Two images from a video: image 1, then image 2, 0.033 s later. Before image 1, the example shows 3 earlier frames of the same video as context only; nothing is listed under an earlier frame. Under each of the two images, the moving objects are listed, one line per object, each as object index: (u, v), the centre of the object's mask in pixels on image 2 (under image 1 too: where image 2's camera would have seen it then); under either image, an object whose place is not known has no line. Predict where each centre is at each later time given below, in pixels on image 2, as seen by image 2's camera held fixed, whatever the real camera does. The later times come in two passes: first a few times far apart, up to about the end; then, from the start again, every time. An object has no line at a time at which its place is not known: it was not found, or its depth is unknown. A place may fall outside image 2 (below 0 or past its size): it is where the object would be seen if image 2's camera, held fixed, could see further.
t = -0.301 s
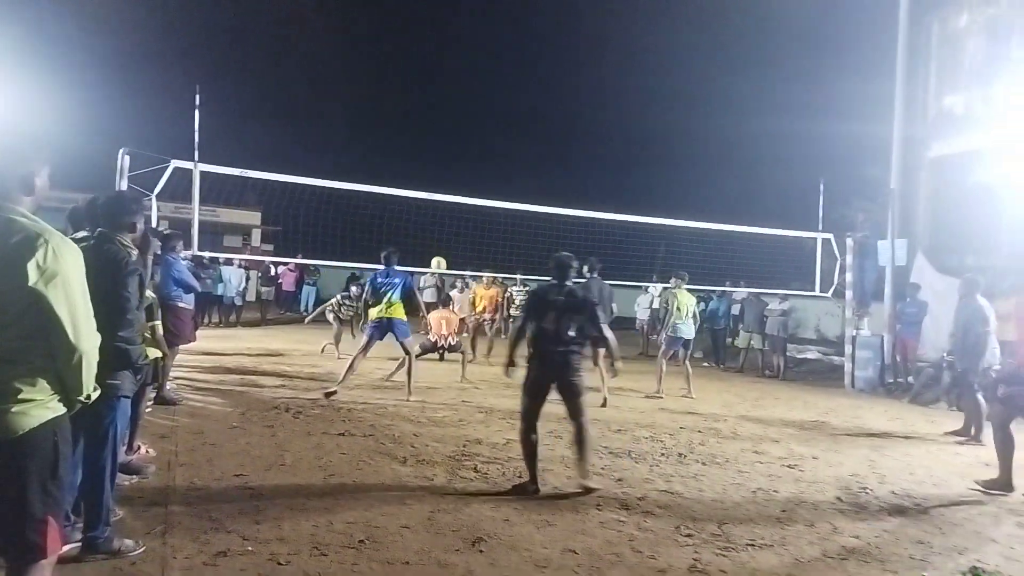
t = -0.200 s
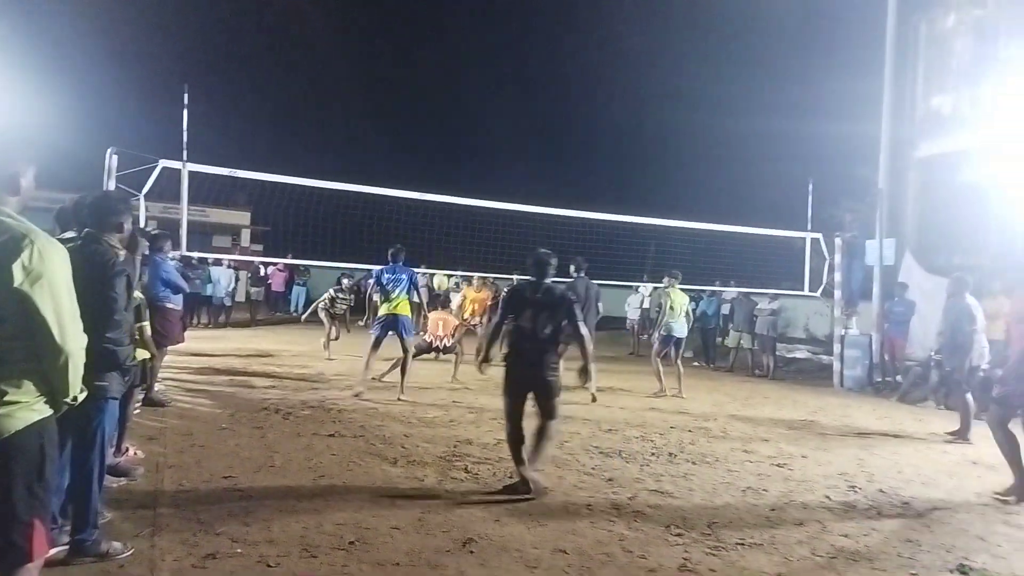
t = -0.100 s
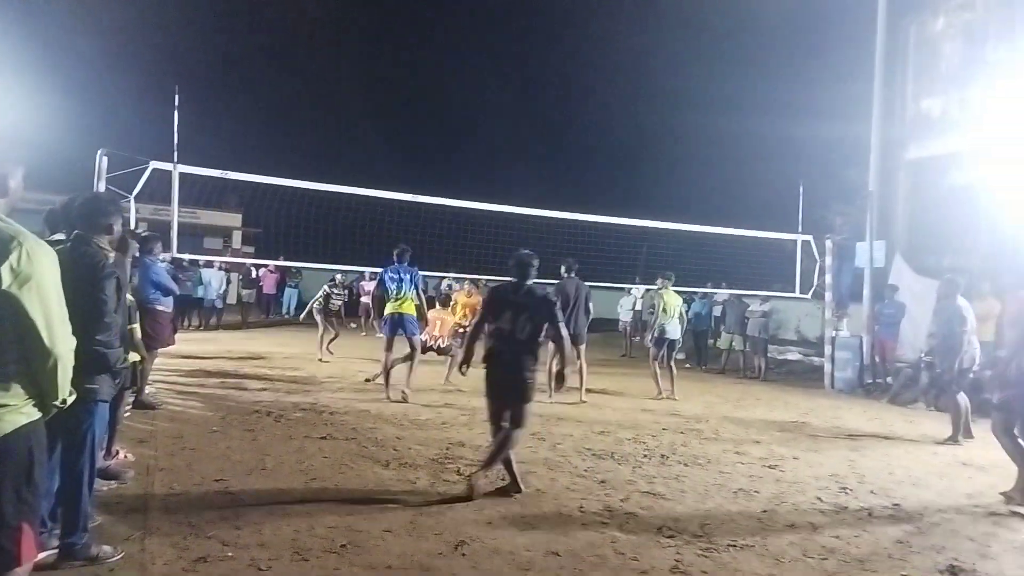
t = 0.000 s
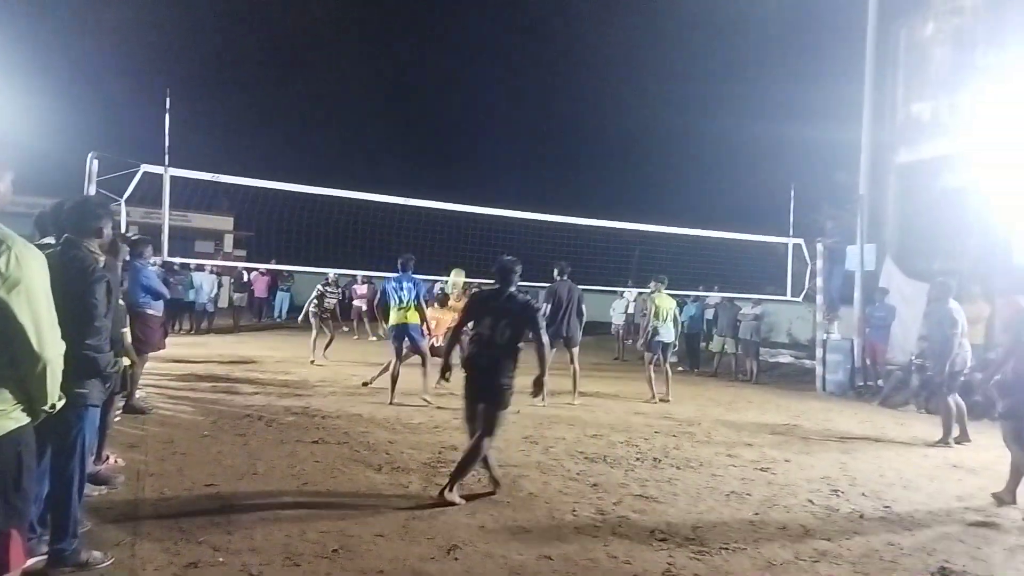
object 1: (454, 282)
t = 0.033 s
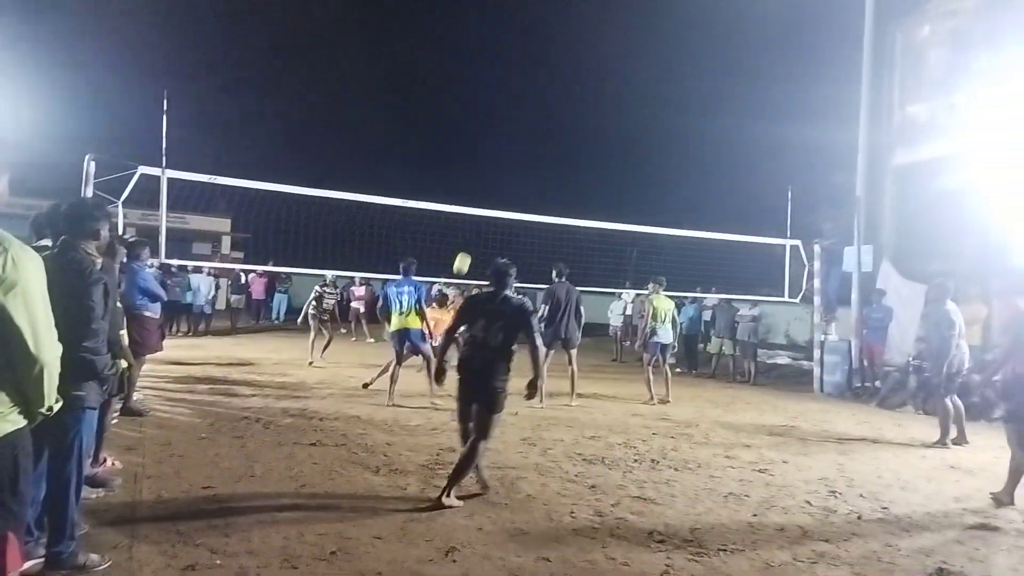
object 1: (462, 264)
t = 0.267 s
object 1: (512, 166)
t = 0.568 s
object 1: (567, 99)
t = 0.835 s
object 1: (609, 89)
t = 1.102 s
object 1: (644, 119)
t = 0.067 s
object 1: (469, 247)
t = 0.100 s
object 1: (477, 231)
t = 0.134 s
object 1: (484, 217)
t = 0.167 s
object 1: (492, 201)
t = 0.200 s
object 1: (498, 189)
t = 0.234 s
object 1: (505, 177)
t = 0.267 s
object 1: (512, 166)
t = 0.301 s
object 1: (518, 155)
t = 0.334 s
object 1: (525, 146)
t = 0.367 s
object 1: (531, 136)
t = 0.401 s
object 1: (537, 128)
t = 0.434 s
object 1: (543, 121)
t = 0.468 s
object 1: (549, 115)
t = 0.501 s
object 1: (555, 109)
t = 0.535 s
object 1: (561, 103)
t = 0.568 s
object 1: (567, 99)
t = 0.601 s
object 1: (572, 95)
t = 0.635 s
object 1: (578, 92)
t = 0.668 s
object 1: (583, 90)
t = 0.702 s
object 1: (588, 89)
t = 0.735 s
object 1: (594, 88)
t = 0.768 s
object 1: (599, 87)
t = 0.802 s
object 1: (604, 88)
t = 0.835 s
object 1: (609, 89)
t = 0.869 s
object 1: (614, 90)
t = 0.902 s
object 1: (618, 92)
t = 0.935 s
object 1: (623, 95)
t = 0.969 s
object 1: (628, 99)
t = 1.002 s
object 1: (632, 103)
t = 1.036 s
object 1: (636, 107)
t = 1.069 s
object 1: (640, 113)
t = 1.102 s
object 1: (644, 119)
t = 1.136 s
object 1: (648, 125)
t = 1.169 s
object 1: (653, 132)
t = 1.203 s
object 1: (657, 139)
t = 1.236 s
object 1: (660, 148)
